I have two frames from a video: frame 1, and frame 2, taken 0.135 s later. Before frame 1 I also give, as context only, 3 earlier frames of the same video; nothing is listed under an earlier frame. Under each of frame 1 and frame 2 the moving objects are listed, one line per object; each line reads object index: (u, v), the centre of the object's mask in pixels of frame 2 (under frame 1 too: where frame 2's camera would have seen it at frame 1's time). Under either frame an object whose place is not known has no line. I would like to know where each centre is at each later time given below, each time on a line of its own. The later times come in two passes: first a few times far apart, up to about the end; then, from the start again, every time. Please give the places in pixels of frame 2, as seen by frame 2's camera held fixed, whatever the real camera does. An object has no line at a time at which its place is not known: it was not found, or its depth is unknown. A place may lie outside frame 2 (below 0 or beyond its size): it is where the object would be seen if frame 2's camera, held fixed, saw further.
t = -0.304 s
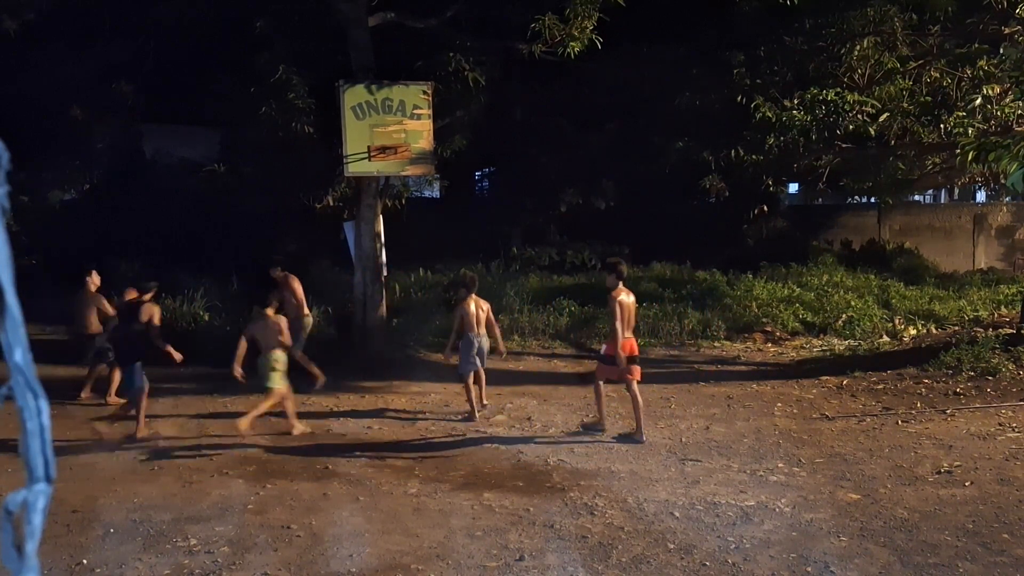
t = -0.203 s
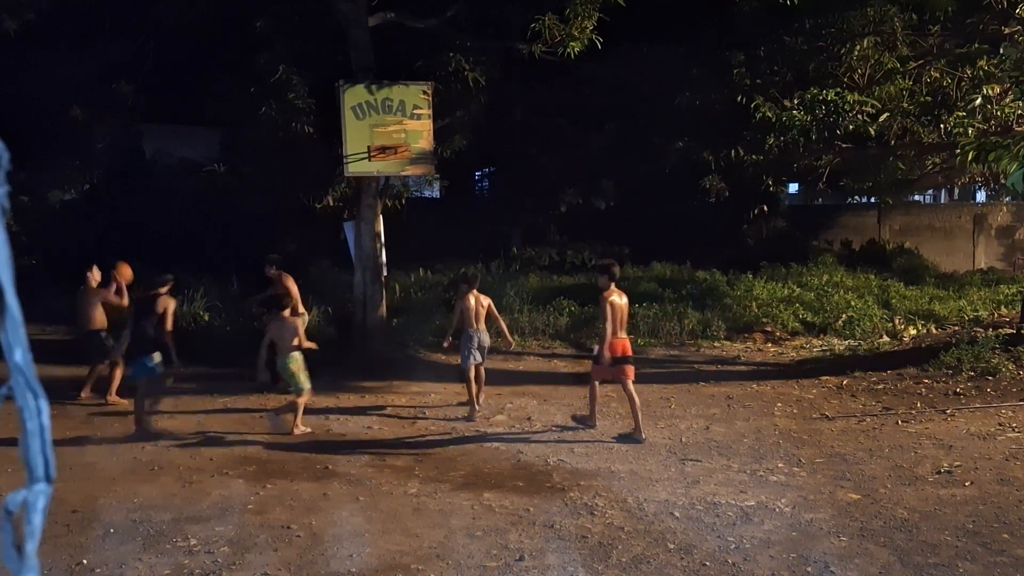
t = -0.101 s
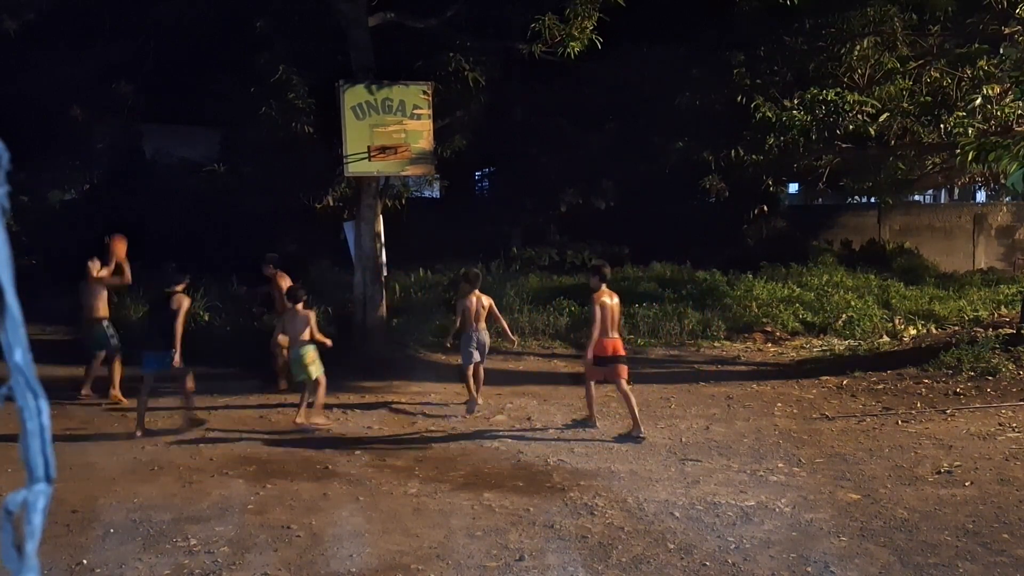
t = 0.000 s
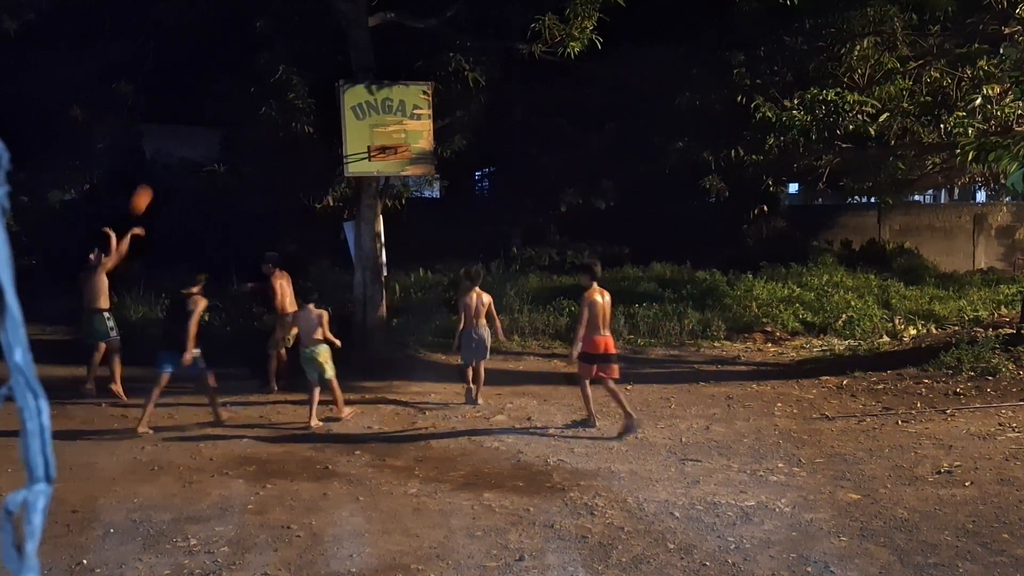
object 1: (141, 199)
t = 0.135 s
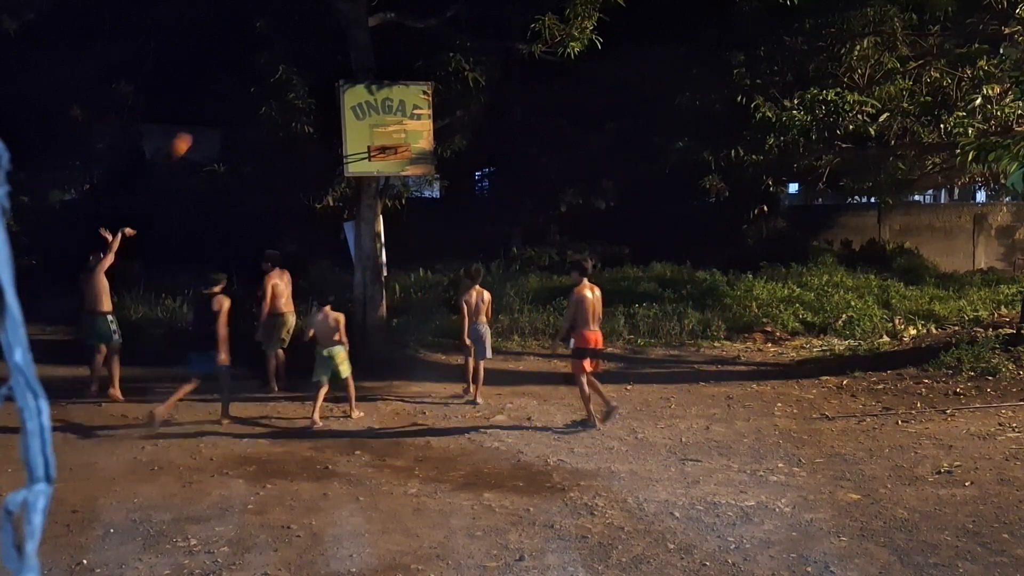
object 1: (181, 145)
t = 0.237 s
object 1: (210, 112)
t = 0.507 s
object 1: (286, 71)
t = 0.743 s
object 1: (346, 86)
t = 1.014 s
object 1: (401, 136)
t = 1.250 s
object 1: (378, 122)
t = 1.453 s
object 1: (358, 146)
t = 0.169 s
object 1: (191, 133)
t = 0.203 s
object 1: (200, 122)
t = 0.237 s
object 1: (210, 112)
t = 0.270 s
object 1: (220, 103)
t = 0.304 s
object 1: (229, 96)
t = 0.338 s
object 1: (239, 90)
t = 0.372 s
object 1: (248, 85)
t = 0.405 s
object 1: (258, 80)
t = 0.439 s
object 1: (267, 76)
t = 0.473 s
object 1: (277, 73)
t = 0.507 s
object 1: (286, 71)
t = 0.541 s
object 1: (295, 70)
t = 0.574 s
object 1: (303, 71)
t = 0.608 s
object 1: (312, 73)
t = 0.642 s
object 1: (320, 76)
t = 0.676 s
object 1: (331, 79)
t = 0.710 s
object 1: (340, 83)
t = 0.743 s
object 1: (346, 86)
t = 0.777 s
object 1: (356, 92)
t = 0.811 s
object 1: (366, 99)
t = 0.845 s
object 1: (373, 106)
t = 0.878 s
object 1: (382, 113)
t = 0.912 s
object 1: (389, 122)
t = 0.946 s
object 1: (396, 132)
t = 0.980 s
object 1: (403, 139)
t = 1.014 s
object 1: (401, 136)
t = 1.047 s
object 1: (397, 132)
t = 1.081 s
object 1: (394, 127)
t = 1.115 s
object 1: (391, 125)
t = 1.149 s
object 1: (388, 123)
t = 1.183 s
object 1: (385, 122)
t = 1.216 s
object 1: (381, 121)
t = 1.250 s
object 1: (378, 122)
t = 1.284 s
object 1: (375, 123)
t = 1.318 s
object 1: (371, 126)
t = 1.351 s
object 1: (368, 129)
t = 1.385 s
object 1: (365, 134)
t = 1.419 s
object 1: (361, 139)
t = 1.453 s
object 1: (358, 146)
